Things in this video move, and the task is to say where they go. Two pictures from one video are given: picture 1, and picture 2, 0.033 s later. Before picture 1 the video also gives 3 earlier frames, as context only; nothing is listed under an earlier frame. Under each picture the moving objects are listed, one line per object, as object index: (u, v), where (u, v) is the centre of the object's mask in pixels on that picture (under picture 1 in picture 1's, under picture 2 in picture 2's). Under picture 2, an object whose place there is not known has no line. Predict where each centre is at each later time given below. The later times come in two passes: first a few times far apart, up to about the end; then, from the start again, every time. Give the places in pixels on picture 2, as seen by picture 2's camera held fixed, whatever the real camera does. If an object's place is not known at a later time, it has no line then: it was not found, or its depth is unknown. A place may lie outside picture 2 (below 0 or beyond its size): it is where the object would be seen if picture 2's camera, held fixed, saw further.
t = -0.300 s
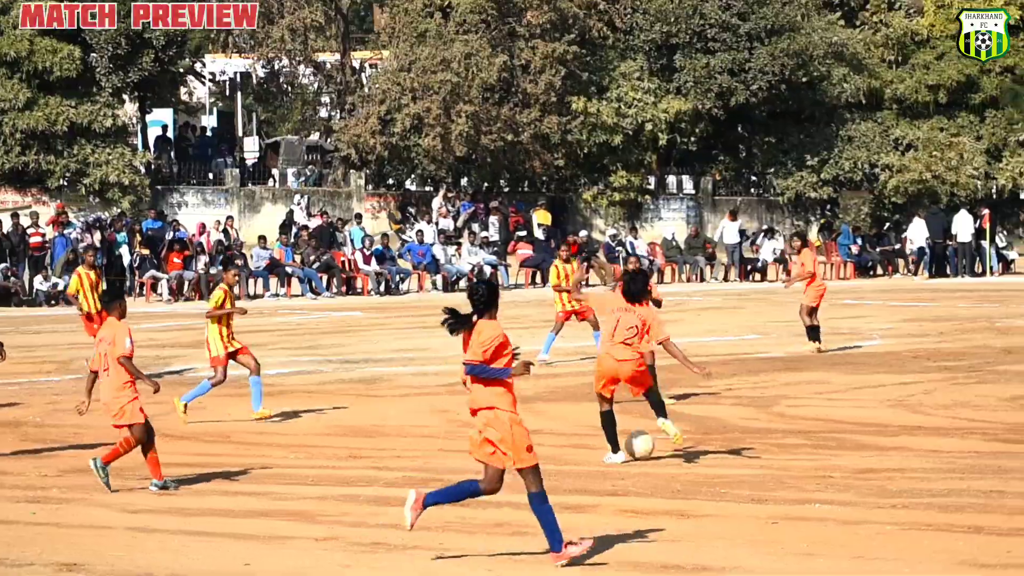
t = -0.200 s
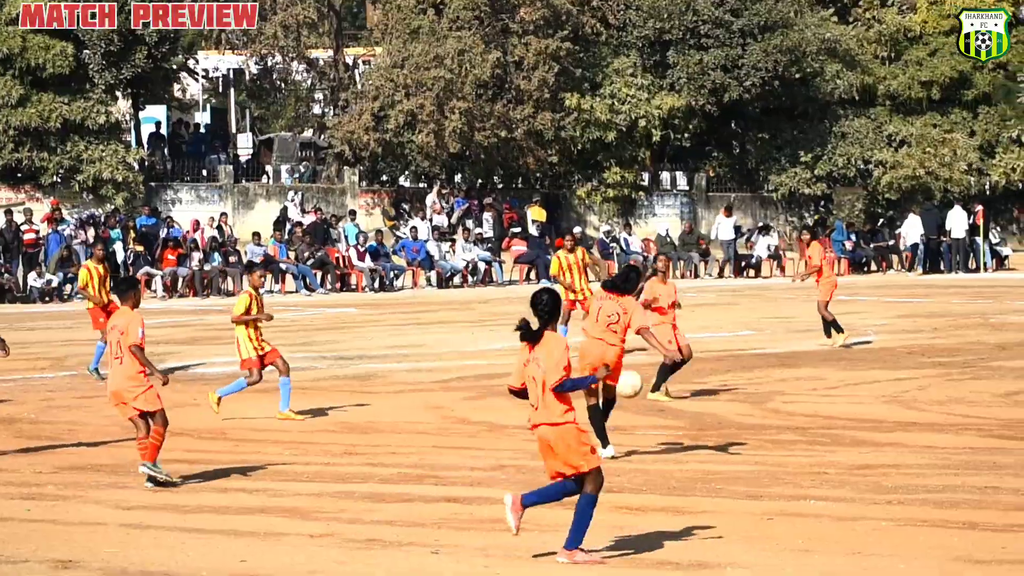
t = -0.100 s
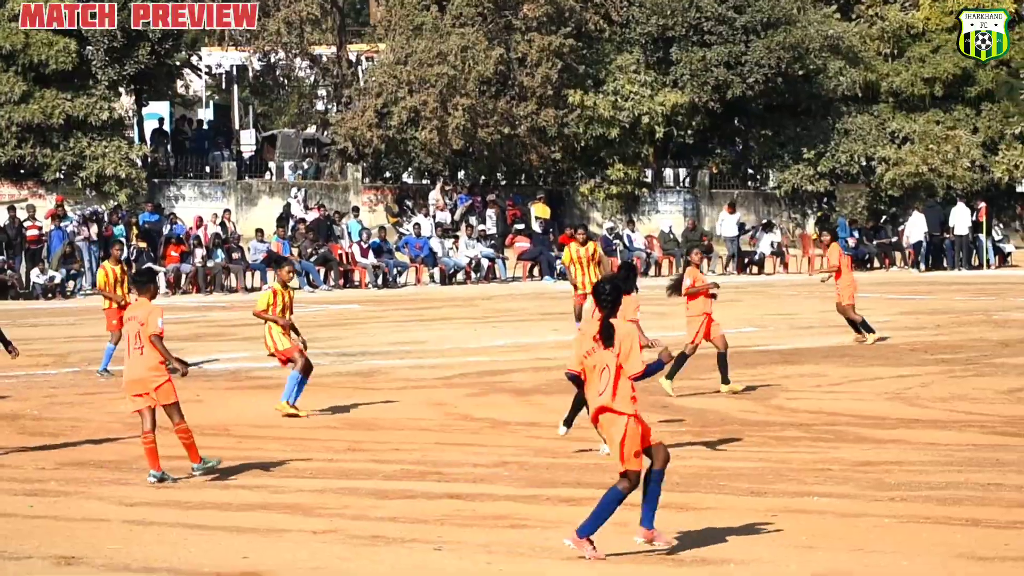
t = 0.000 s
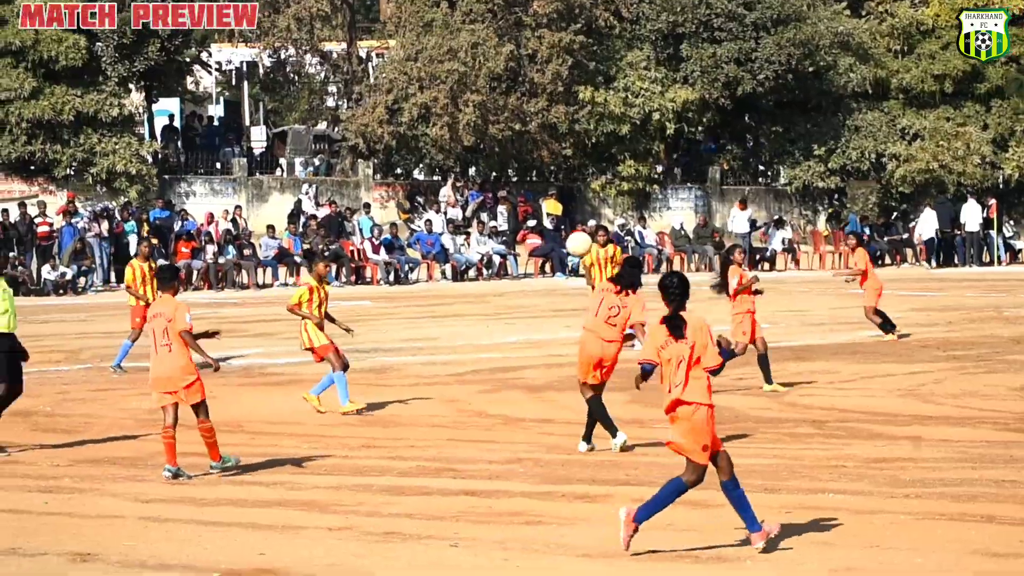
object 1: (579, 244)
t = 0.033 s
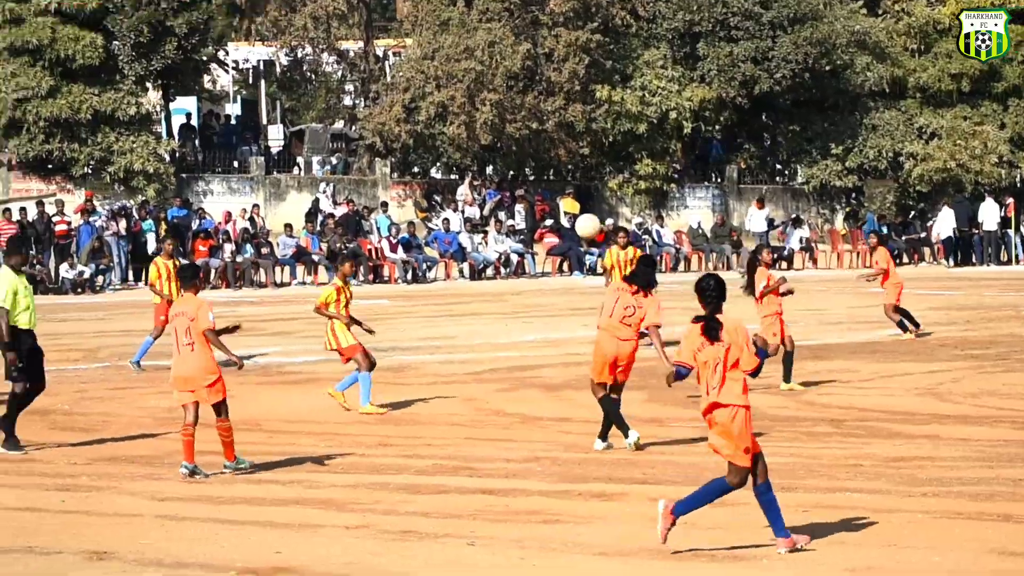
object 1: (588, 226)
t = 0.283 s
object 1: (531, 142)
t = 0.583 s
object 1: (480, 114)
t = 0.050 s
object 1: (583, 219)
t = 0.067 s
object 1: (579, 211)
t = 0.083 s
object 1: (575, 204)
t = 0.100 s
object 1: (571, 200)
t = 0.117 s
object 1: (567, 191)
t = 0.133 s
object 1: (563, 185)
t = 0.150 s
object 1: (559, 179)
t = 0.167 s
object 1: (555, 173)
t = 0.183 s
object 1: (552, 168)
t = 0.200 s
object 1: (548, 163)
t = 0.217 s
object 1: (545, 158)
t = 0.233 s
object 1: (541, 154)
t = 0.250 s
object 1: (538, 150)
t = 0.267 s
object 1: (534, 146)
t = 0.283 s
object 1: (531, 142)
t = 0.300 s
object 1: (528, 138)
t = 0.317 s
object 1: (524, 135)
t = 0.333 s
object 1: (521, 132)
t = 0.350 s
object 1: (518, 129)
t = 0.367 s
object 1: (516, 127)
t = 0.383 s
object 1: (512, 125)
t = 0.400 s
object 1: (509, 123)
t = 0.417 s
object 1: (507, 121)
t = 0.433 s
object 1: (503, 119)
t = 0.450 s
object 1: (501, 118)
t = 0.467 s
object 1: (498, 116)
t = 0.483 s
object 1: (496, 115)
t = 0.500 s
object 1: (493, 114)
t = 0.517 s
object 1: (491, 114)
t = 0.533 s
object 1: (488, 114)
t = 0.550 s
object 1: (485, 113)
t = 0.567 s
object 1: (483, 113)
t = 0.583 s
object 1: (480, 114)
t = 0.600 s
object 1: (477, 113)
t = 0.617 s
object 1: (475, 114)
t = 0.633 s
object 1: (473, 114)
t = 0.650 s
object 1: (471, 116)
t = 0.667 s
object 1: (469, 117)
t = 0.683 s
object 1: (466, 118)
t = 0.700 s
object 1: (464, 120)
